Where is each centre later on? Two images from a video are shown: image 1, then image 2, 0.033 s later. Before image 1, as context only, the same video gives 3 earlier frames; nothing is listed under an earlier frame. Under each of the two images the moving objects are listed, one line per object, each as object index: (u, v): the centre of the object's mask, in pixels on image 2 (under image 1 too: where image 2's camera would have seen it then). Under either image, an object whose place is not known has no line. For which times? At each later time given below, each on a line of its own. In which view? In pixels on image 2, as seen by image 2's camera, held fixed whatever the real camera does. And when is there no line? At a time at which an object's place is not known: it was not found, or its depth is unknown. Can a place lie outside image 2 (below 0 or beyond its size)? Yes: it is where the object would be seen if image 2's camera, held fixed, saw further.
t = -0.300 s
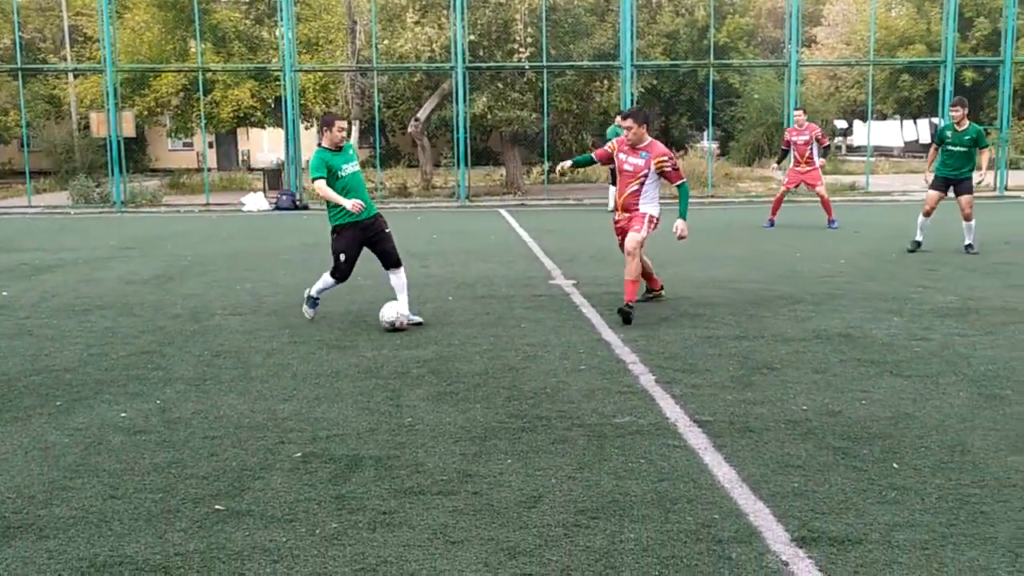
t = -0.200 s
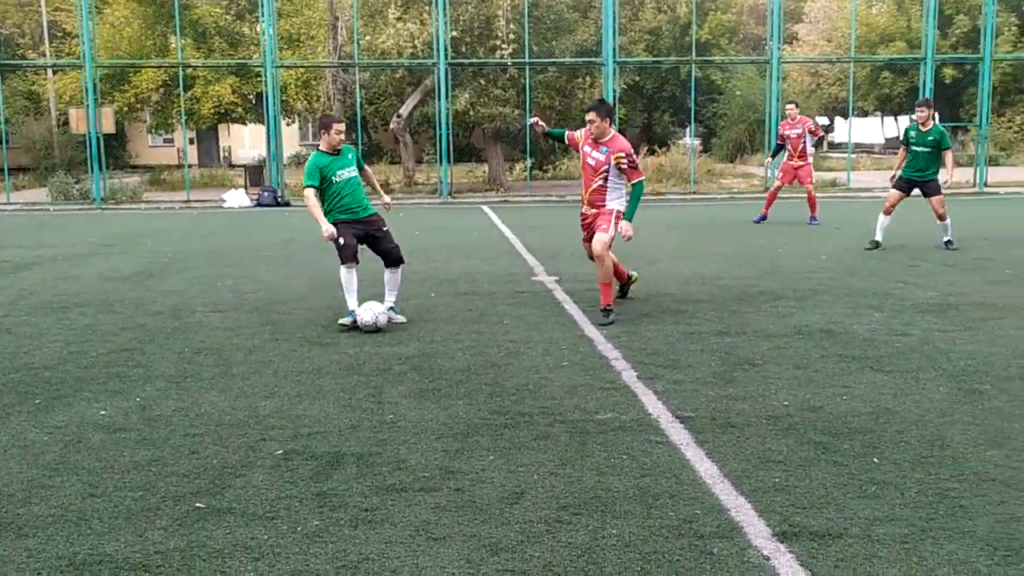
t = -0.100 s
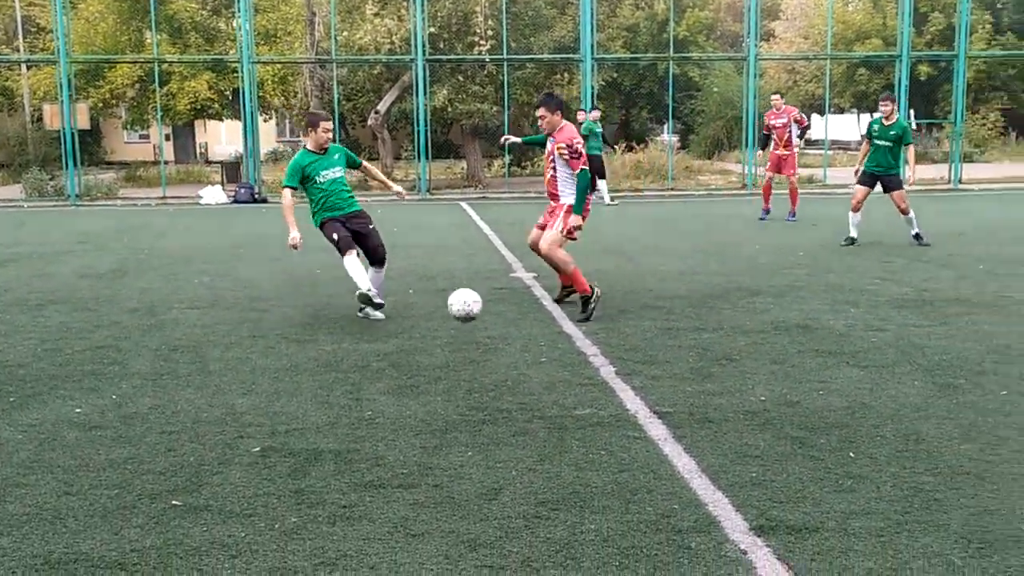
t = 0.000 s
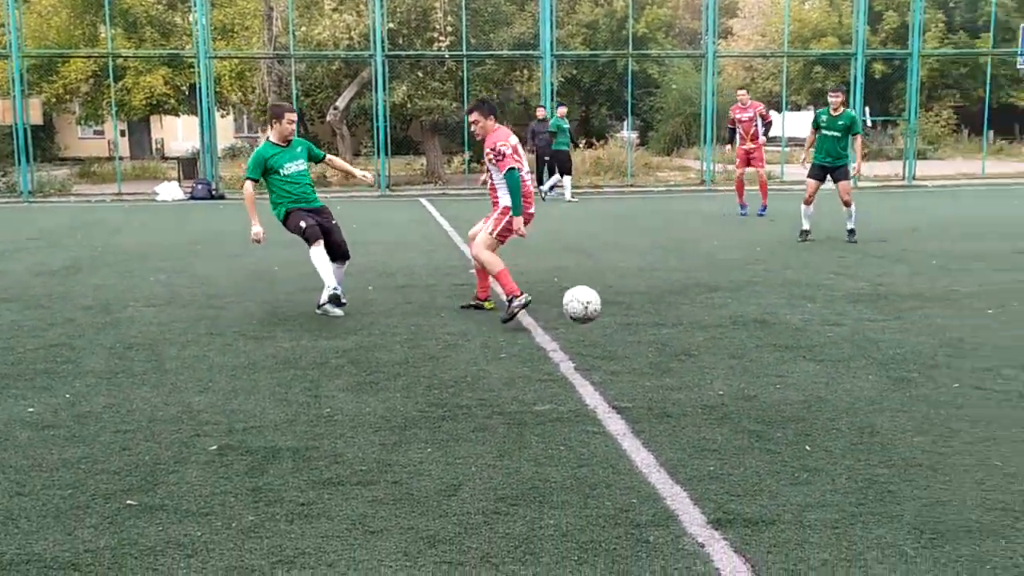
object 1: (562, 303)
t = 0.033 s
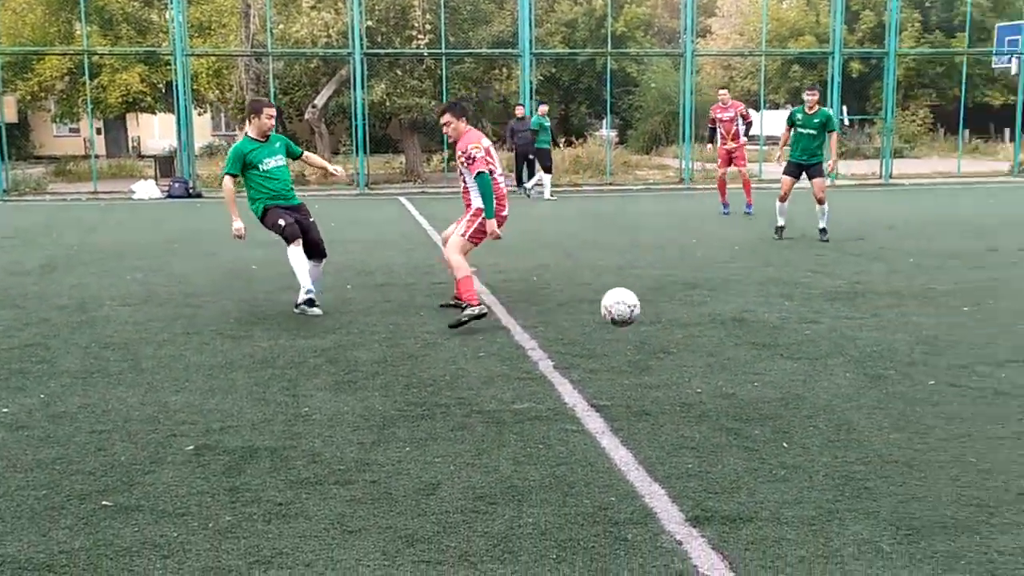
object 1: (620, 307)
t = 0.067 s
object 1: (683, 313)
